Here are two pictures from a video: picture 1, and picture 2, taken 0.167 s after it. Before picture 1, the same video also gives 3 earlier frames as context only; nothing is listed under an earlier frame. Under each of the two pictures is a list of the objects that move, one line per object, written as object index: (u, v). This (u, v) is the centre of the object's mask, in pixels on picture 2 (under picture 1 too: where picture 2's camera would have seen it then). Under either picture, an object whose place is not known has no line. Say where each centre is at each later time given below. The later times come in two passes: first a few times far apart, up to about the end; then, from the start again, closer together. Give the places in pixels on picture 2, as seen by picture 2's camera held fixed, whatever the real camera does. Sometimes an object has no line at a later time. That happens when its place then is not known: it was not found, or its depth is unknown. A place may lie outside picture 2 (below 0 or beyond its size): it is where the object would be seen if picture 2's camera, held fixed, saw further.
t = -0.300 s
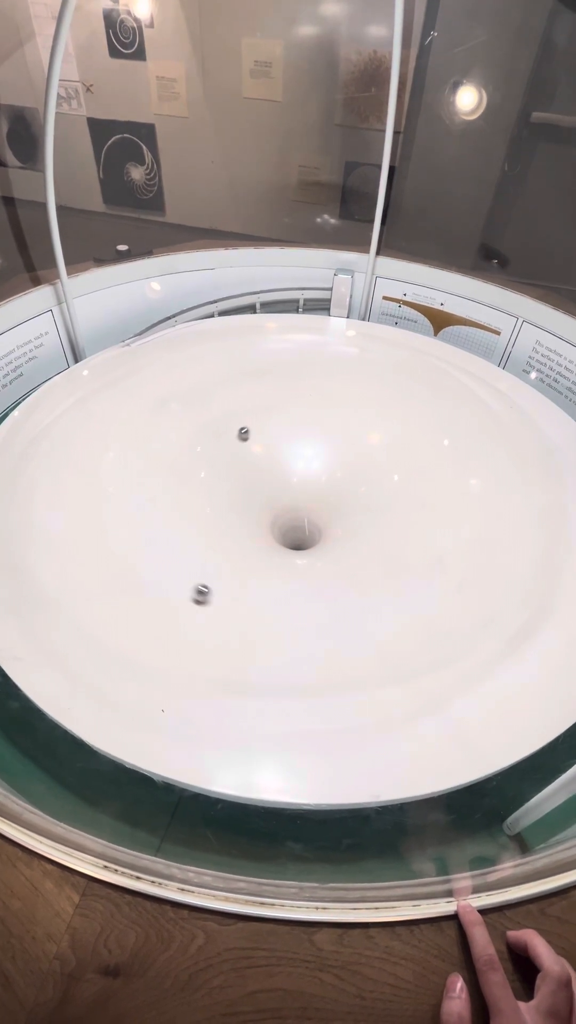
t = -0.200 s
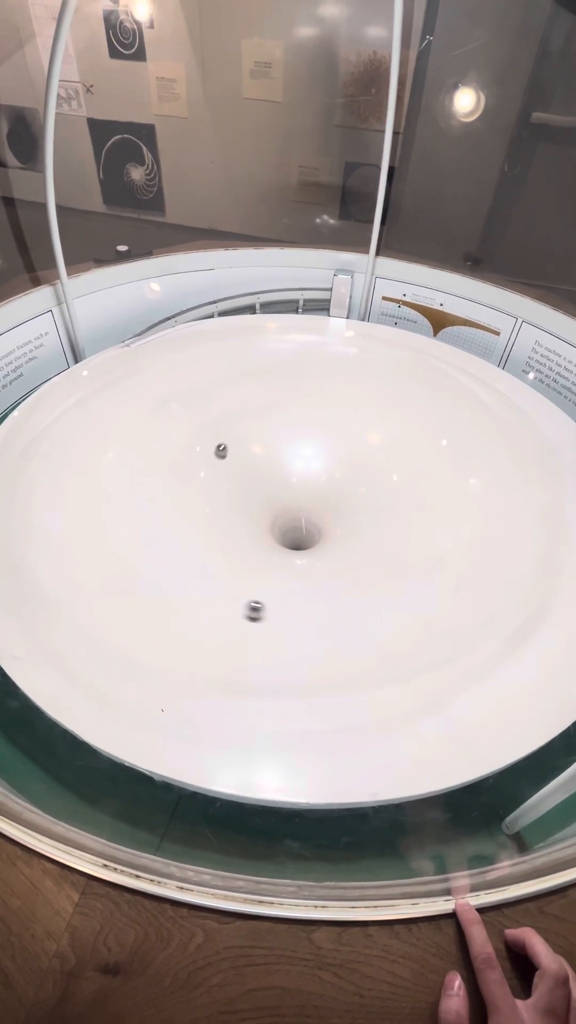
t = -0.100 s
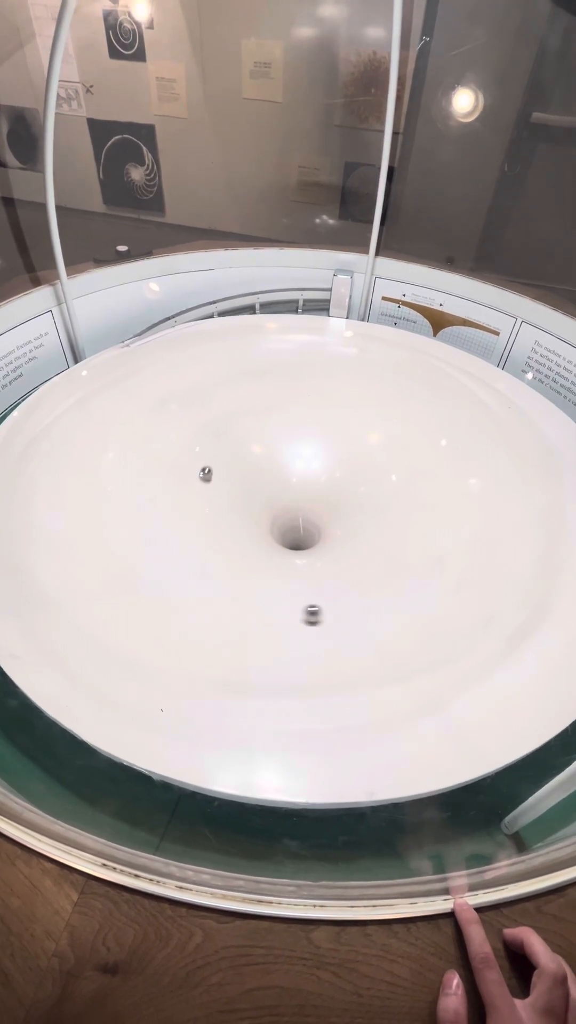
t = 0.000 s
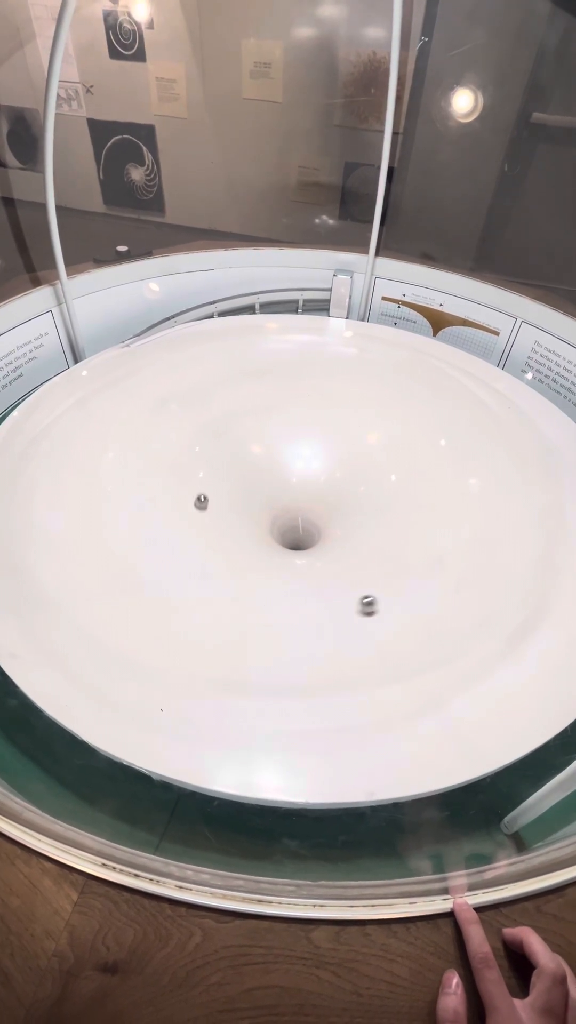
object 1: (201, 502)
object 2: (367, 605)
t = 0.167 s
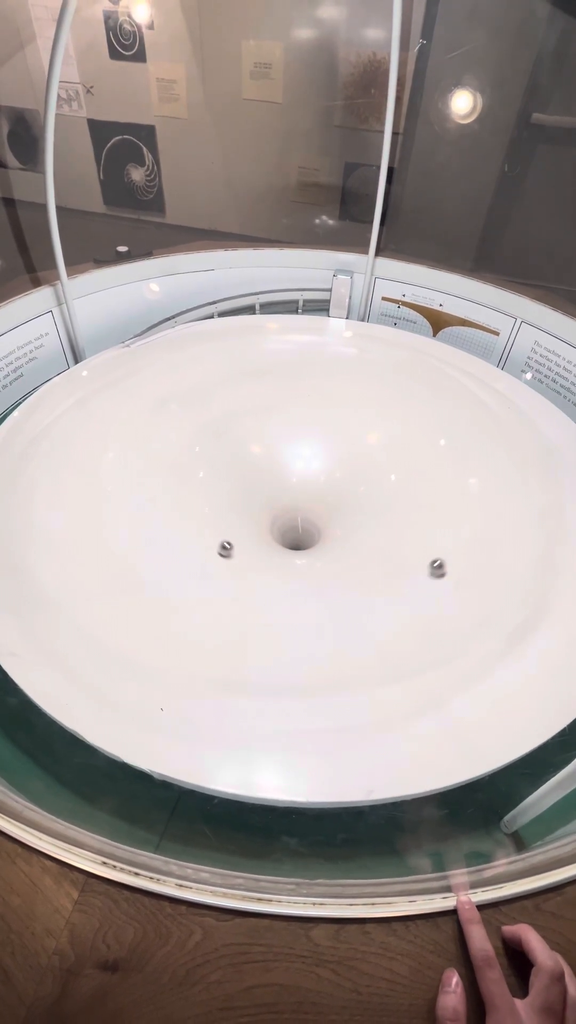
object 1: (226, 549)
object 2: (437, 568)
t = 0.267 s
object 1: (258, 570)
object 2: (461, 539)
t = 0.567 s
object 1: (375, 567)
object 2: (456, 451)
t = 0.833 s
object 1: (410, 511)
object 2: (392, 400)
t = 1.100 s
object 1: (360, 456)
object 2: (307, 382)
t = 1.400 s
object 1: (260, 438)
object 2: (209, 400)
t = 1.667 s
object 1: (192, 468)
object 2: (142, 452)
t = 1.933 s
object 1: (189, 529)
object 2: (132, 534)
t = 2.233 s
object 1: (289, 575)
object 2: (227, 618)
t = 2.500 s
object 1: (380, 537)
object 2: (367, 621)
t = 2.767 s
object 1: (379, 466)
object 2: (454, 556)
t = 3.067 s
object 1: (307, 422)
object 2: (445, 466)
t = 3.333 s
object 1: (236, 435)
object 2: (374, 409)
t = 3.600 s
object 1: (201, 494)
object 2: (284, 385)
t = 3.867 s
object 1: (254, 563)
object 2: (197, 395)
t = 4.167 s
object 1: (373, 562)
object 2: (127, 445)
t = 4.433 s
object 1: (409, 507)
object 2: (123, 522)
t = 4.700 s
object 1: (362, 455)
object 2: (211, 595)
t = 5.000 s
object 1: (262, 441)
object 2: (374, 598)
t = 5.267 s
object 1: (195, 476)
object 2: (456, 529)
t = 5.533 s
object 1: (198, 538)
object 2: (447, 452)
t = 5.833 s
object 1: (300, 576)
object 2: (373, 397)
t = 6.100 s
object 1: (381, 534)
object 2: (288, 384)
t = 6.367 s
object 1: (369, 464)
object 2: (203, 405)
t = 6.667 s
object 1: (291, 424)
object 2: (139, 471)
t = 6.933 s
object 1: (223, 442)
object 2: (152, 556)
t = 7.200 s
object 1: (201, 504)
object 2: (257, 620)
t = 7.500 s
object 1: (286, 570)
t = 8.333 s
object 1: (333, 444)
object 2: (341, 400)
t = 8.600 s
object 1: (246, 450)
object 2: (249, 391)
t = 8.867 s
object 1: (197, 499)
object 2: (169, 414)
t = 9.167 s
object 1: (242, 568)
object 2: (122, 481)
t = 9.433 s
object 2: (158, 561)
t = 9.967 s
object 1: (343, 450)
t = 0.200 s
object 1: (235, 557)
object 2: (447, 559)
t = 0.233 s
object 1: (246, 564)
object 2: (455, 549)
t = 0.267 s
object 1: (258, 570)
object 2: (461, 539)
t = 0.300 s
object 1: (272, 575)
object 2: (466, 528)
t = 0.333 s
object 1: (285, 578)
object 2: (469, 518)
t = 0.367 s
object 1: (299, 580)
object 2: (471, 508)
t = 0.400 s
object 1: (314, 581)
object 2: (471, 498)
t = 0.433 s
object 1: (327, 580)
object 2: (470, 488)
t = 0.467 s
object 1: (341, 578)
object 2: (468, 478)
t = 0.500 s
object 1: (353, 575)
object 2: (465, 469)
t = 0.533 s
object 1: (365, 572)
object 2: (461, 460)
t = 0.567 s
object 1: (375, 567)
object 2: (456, 451)
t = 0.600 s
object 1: (384, 562)
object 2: (450, 443)
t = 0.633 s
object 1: (392, 555)
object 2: (444, 436)
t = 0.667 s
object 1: (399, 549)
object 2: (437, 428)
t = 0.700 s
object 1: (404, 542)
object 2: (428, 421)
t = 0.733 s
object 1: (407, 534)
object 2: (420, 415)
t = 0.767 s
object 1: (410, 527)
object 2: (411, 410)
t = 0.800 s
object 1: (410, 519)
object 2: (402, 405)
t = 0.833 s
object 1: (410, 511)
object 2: (392, 400)
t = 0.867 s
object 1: (408, 503)
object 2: (382, 396)
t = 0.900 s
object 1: (404, 496)
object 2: (372, 392)
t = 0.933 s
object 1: (400, 488)
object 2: (362, 389)
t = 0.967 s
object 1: (394, 481)
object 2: (351, 387)
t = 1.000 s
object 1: (387, 474)
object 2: (340, 385)
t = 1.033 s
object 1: (379, 468)
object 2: (329, 383)
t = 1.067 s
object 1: (370, 462)
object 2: (318, 382)
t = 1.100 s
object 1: (360, 456)
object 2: (307, 382)
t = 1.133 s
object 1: (350, 451)
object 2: (296, 382)
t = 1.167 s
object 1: (340, 447)
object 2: (285, 382)
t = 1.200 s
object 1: (328, 444)
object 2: (274, 383)
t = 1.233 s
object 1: (317, 441)
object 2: (263, 385)
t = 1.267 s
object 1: (305, 439)
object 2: (252, 387)
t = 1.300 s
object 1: (294, 437)
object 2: (241, 390)
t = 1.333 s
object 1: (282, 437)
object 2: (230, 393)
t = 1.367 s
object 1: (271, 437)
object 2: (219, 396)
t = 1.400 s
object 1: (260, 438)
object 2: (209, 400)
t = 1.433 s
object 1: (249, 439)
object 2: (199, 405)
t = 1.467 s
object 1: (239, 442)
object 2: (189, 410)
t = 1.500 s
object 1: (229, 444)
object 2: (180, 416)
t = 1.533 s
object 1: (220, 448)
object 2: (171, 422)
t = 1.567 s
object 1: (212, 452)
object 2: (163, 429)
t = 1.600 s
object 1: (204, 457)
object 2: (155, 436)
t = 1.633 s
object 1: (197, 462)
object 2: (148, 444)
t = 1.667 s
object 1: (192, 468)
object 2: (142, 452)
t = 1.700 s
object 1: (187, 475)
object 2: (137, 462)
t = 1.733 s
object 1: (183, 482)
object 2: (132, 471)
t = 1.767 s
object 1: (181, 489)
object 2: (129, 481)
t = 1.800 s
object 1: (180, 497)
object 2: (127, 491)
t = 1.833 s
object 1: (180, 505)
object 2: (126, 502)
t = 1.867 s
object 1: (182, 513)
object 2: (126, 513)
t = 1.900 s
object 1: (185, 521)
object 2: (128, 523)
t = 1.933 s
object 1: (189, 529)
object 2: (132, 534)
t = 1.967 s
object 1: (195, 537)
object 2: (136, 545)
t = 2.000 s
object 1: (203, 545)
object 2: (142, 556)
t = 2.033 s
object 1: (212, 552)
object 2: (150, 567)
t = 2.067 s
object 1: (223, 559)
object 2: (159, 577)
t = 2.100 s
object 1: (234, 564)
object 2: (170, 587)
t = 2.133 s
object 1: (247, 569)
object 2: (182, 596)
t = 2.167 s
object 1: (261, 572)
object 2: (196, 604)
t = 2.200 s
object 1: (275, 574)
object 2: (211, 611)
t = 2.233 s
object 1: (289, 575)
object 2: (227, 618)
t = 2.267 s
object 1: (304, 574)
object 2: (244, 623)
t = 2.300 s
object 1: (318, 572)
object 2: (261, 627)
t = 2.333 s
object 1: (331, 569)
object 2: (279, 629)
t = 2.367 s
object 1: (344, 564)
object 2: (298, 630)
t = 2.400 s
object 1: (355, 559)
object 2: (315, 630)
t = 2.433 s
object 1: (365, 552)
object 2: (333, 628)
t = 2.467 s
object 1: (373, 545)
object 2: (350, 625)
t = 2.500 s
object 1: (380, 537)
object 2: (367, 621)
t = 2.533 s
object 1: (385, 528)
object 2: (383, 615)
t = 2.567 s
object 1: (389, 519)
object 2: (397, 609)
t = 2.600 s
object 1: (391, 510)
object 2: (410, 602)
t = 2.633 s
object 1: (392, 500)
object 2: (422, 594)
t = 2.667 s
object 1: (391, 491)
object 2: (432, 585)
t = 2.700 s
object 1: (388, 482)
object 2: (441, 576)
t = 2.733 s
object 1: (384, 473)
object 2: (448, 566)
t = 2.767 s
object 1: (379, 466)
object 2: (454, 556)
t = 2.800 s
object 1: (373, 458)
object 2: (458, 546)
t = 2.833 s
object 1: (367, 451)
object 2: (461, 535)
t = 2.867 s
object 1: (359, 444)
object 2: (462, 525)
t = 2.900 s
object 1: (352, 438)
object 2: (462, 515)
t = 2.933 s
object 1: (343, 434)
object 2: (461, 504)
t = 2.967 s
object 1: (335, 430)
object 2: (459, 495)
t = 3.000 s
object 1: (326, 426)
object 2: (455, 485)
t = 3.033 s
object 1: (317, 424)
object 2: (450, 475)
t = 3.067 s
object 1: (307, 422)
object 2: (445, 466)
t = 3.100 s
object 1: (298, 421)
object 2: (438, 457)
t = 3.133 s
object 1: (289, 421)
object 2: (431, 449)
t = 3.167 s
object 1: (279, 422)
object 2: (422, 441)
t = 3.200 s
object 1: (270, 423)
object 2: (413, 434)
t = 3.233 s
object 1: (261, 425)
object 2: (404, 427)
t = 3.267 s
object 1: (252, 428)
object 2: (394, 420)
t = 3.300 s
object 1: (244, 431)
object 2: (384, 414)
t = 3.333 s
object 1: (236, 435)
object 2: (374, 409)
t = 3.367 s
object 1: (229, 440)
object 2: (363, 404)
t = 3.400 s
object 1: (222, 446)
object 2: (352, 400)
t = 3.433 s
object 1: (216, 452)
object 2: (341, 396)
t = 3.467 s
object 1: (211, 459)
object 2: (329, 393)
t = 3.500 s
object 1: (207, 467)
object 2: (318, 390)
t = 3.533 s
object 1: (204, 475)
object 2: (307, 388)
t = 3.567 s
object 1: (202, 484)
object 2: (295, 386)
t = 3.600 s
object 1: (201, 494)
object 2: (284, 385)
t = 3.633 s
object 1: (202, 503)
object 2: (273, 385)
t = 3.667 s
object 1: (205, 513)
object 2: (261, 385)
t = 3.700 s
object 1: (209, 523)
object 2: (250, 385)
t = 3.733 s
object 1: (215, 532)
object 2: (239, 386)
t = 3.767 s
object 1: (222, 541)
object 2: (228, 388)
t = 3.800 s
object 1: (231, 550)
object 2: (217, 390)
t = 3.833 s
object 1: (242, 557)
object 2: (207, 392)
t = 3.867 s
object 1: (254, 563)
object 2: (197, 395)
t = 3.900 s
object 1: (267, 568)
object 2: (187, 399)
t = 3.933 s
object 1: (281, 572)
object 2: (178, 403)
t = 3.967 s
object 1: (295, 574)
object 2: (168, 407)
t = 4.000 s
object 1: (309, 575)
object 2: (160, 412)
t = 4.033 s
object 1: (324, 575)
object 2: (152, 418)
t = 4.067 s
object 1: (338, 573)
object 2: (145, 424)
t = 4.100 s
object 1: (350, 571)
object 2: (138, 430)
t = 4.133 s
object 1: (362, 567)
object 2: (132, 438)
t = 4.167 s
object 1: (373, 562)
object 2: (127, 445)
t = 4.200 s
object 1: (382, 557)
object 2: (122, 453)
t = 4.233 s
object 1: (390, 551)
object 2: (119, 462)
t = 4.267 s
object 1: (397, 545)
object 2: (117, 471)
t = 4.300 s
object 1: (403, 538)
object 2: (115, 481)
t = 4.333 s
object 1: (406, 530)
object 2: (115, 491)
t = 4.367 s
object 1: (409, 523)
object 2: (117, 501)
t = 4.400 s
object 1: (410, 515)
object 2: (119, 511)
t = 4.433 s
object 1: (409, 507)
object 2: (123, 522)
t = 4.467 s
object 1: (407, 500)
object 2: (129, 532)
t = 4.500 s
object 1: (404, 493)
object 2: (136, 542)
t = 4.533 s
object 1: (400, 485)
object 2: (145, 552)
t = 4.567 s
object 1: (394, 478)
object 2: (155, 562)
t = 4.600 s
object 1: (387, 472)
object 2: (167, 572)
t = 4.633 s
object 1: (379, 466)
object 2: (180, 580)
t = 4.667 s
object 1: (371, 460)
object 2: (195, 588)
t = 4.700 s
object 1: (362, 455)
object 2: (211, 595)
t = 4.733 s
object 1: (351, 451)
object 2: (228, 601)
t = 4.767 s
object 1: (341, 447)
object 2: (246, 606)
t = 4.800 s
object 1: (330, 444)
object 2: (264, 609)
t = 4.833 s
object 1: (319, 442)
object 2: (283, 611)
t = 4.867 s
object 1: (308, 440)
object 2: (302, 611)
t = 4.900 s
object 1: (296, 439)
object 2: (321, 610)
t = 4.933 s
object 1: (285, 439)
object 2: (339, 608)
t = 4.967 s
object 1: (273, 440)
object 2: (357, 604)
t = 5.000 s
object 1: (262, 441)
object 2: (374, 598)
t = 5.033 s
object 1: (251, 443)
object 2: (389, 592)
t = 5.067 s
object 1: (241, 446)
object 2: (403, 585)
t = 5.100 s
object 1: (232, 449)
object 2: (416, 577)
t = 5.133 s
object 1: (223, 454)
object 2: (427, 568)
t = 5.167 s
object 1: (215, 458)
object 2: (437, 559)
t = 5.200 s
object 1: (207, 463)
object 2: (445, 549)
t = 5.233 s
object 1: (201, 469)
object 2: (451, 539)
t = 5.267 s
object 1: (195, 476)
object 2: (456, 529)
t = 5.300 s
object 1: (191, 483)
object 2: (459, 518)
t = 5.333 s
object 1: (188, 490)
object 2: (461, 508)
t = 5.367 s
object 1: (186, 498)
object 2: (462, 498)
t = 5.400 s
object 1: (186, 506)
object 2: (461, 488)
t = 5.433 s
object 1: (186, 514)
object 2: (459, 479)
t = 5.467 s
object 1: (189, 522)
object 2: (456, 469)
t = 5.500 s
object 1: (193, 530)
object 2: (452, 460)
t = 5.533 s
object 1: (198, 538)
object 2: (447, 452)
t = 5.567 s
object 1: (205, 546)
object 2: (442, 443)
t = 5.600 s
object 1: (213, 553)
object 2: (435, 436)
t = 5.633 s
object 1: (223, 559)
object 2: (427, 429)
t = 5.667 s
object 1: (234, 565)
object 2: (419, 422)
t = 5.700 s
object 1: (246, 570)
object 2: (411, 416)
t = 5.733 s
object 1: (259, 573)
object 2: (402, 410)
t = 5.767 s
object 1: (273, 575)
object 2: (393, 405)
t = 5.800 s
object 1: (286, 577)
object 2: (383, 401)
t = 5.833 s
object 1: (300, 576)
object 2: (373, 397)
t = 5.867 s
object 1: (314, 575)
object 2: (363, 393)
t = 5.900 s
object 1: (327, 572)
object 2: (353, 390)
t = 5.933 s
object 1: (339, 567)
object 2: (342, 388)
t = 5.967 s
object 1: (350, 562)
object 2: (331, 386)
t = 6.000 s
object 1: (360, 556)
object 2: (321, 385)
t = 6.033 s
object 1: (368, 549)
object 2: (310, 384)
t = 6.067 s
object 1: (375, 542)
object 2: (299, 384)
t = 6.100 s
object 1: (381, 534)
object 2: (288, 384)
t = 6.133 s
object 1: (385, 525)
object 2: (277, 385)
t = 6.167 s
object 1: (387, 516)
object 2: (266, 386)
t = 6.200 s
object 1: (387, 507)
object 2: (255, 388)
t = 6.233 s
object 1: (386, 498)
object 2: (244, 390)
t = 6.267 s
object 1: (384, 489)
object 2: (234, 393)
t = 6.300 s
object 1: (380, 480)
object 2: (223, 397)
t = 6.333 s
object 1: (375, 472)
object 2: (213, 401)
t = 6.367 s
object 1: (369, 464)
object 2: (203, 405)
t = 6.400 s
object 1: (362, 456)
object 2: (194, 410)
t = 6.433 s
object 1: (354, 449)
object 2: (185, 416)
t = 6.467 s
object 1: (346, 444)
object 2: (176, 422)
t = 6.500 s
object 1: (338, 438)
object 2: (168, 429)
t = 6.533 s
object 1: (328, 434)
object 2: (161, 436)
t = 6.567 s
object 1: (319, 430)
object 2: (154, 444)
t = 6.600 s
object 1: (310, 427)
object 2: (148, 452)
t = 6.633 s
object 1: (300, 425)
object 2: (143, 461)
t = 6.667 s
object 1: (291, 424)
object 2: (139, 471)
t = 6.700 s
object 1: (281, 424)
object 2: (136, 480)
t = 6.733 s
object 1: (272, 424)
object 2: (134, 491)
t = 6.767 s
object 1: (263, 426)
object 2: (133, 501)
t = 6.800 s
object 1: (254, 427)
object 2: (134, 512)
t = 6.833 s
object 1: (246, 430)
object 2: (136, 523)
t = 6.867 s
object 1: (237, 433)
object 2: (140, 534)
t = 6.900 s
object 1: (230, 437)
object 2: (145, 545)
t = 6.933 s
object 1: (223, 442)
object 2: (152, 556)
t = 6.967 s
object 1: (217, 448)
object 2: (160, 566)
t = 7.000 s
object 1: (212, 454)
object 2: (170, 576)
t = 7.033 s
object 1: (207, 461)
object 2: (181, 586)
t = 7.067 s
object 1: (203, 468)
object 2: (194, 595)
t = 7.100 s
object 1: (201, 476)
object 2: (208, 602)
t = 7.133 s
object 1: (200, 485)
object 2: (223, 609)
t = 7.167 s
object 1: (200, 494)
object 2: (240, 615)
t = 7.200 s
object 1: (201, 504)
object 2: (257, 620)
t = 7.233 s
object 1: (205, 513)
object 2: (274, 623)
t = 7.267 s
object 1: (209, 523)
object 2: (292, 625)
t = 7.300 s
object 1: (216, 532)
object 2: (310, 626)
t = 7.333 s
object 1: (224, 542)
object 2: (328, 625)
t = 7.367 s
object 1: (234, 550)
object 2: (345, 623)
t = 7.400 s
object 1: (246, 557)
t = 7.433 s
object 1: (258, 563)
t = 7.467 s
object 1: (272, 567)
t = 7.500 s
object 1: (286, 570)
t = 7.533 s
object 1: (301, 572)
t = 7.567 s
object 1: (316, 572)
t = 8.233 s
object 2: (375, 413)
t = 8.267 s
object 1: (354, 449)
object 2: (364, 408)
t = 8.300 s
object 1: (344, 446)
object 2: (353, 404)
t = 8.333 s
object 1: (333, 444)
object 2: (341, 400)
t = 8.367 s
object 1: (323, 441)
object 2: (330, 397)
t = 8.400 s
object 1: (312, 440)
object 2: (318, 395)
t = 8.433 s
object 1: (300, 440)
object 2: (307, 392)
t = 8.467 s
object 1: (289, 441)
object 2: (295, 391)
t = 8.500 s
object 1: (278, 442)
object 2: (283, 390)
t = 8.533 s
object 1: (267, 444)
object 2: (272, 390)
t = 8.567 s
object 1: (257, 446)
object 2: (261, 390)
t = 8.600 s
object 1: (246, 450)
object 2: (249, 391)
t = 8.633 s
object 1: (237, 454)
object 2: (238, 392)
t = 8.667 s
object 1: (229, 458)
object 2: (227, 394)
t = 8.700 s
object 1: (221, 464)
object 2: (216, 396)
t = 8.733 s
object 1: (214, 470)
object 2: (206, 398)
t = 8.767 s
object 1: (208, 476)
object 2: (196, 401)
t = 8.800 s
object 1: (203, 483)
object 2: (187, 405)
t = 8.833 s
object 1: (199, 491)
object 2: (178, 409)
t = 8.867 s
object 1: (197, 499)
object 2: (169, 414)
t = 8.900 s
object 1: (196, 507)
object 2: (161, 419)
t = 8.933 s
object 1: (196, 516)
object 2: (153, 425)
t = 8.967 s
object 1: (199, 524)
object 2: (146, 431)
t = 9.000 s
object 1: (202, 532)
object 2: (140, 438)
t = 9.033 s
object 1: (207, 540)
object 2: (134, 446)
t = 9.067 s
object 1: (214, 548)
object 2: (130, 454)
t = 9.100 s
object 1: (222, 555)
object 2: (126, 463)
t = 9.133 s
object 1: (231, 562)
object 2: (123, 471)
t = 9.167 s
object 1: (242, 568)
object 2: (122, 481)
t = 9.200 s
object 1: (253, 572)
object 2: (121, 490)
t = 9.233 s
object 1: (266, 576)
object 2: (122, 500)
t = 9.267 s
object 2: (125, 511)
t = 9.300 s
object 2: (129, 521)
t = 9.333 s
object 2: (134, 531)
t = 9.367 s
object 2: (140, 541)
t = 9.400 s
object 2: (149, 551)
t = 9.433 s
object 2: (158, 561)
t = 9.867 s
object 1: (368, 471)
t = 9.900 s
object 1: (360, 464)
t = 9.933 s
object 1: (352, 457)
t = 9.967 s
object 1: (343, 450)
